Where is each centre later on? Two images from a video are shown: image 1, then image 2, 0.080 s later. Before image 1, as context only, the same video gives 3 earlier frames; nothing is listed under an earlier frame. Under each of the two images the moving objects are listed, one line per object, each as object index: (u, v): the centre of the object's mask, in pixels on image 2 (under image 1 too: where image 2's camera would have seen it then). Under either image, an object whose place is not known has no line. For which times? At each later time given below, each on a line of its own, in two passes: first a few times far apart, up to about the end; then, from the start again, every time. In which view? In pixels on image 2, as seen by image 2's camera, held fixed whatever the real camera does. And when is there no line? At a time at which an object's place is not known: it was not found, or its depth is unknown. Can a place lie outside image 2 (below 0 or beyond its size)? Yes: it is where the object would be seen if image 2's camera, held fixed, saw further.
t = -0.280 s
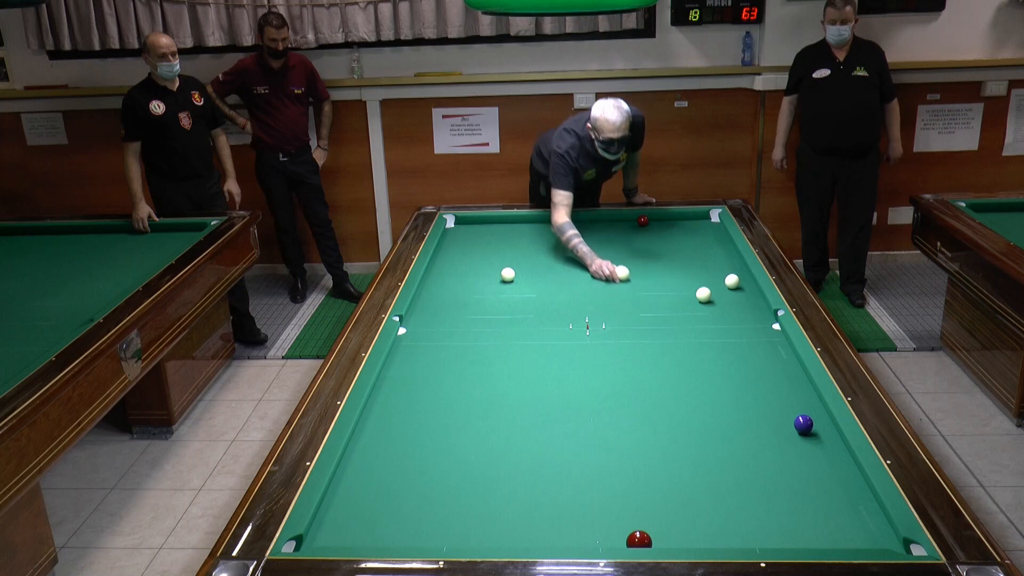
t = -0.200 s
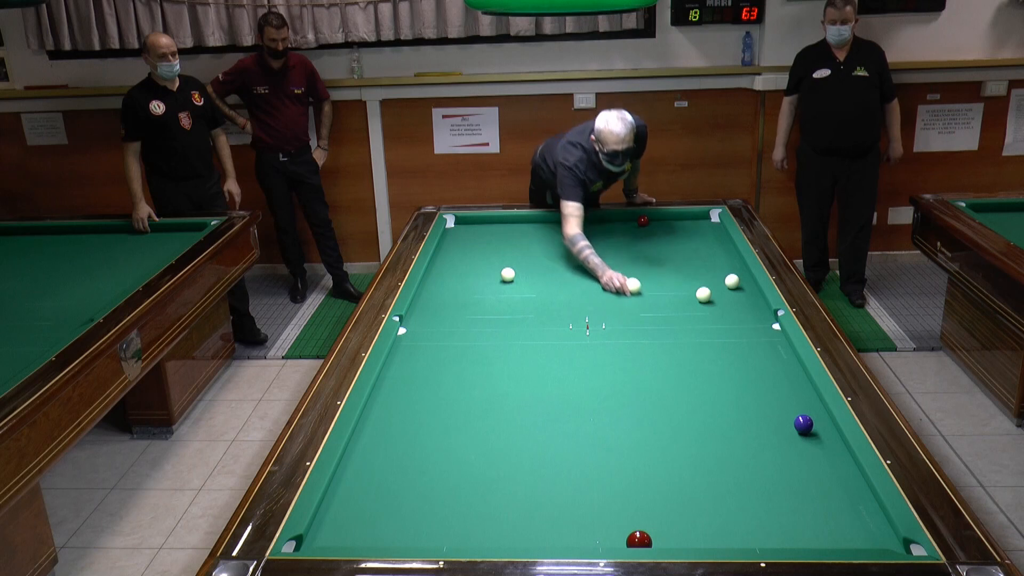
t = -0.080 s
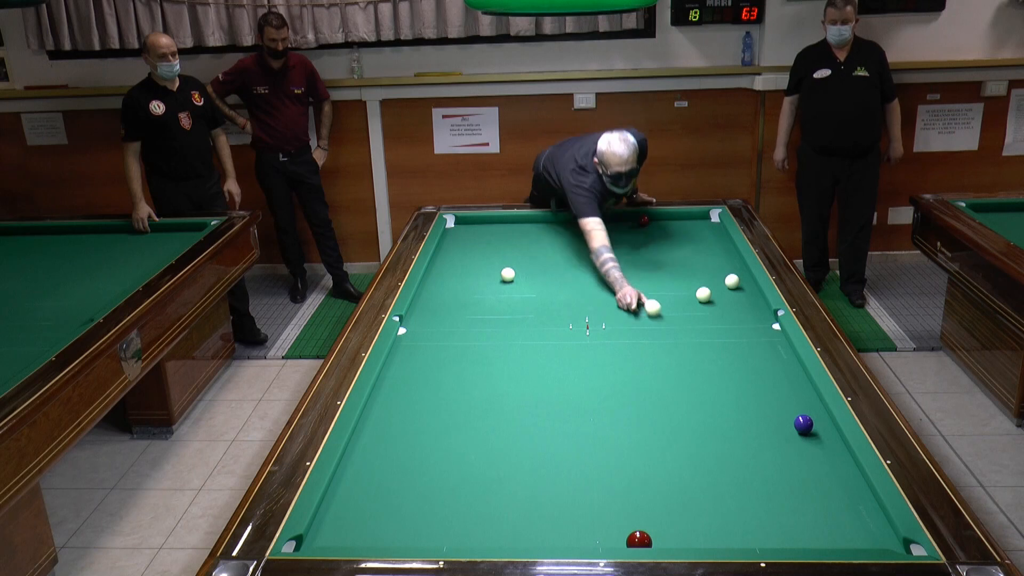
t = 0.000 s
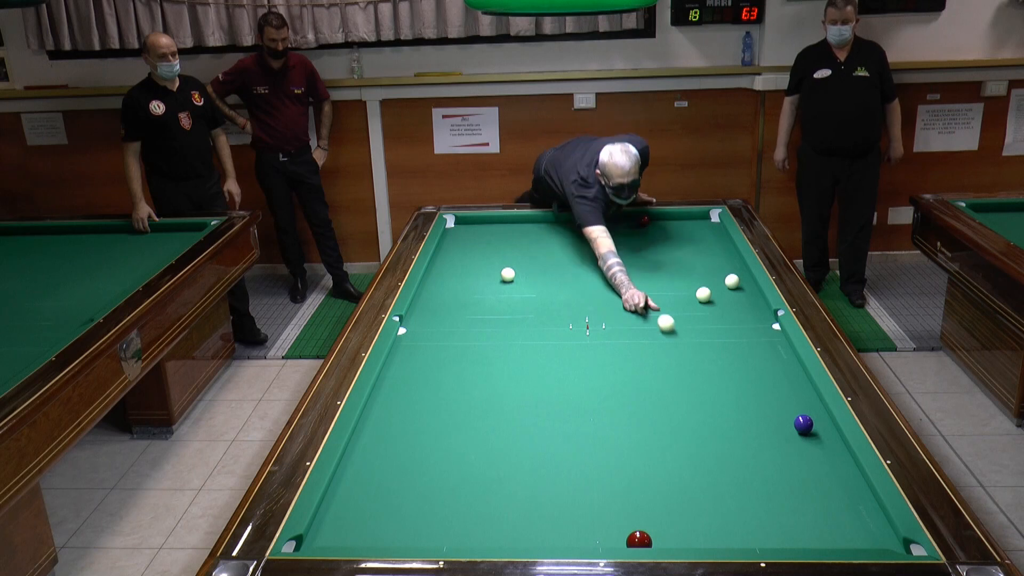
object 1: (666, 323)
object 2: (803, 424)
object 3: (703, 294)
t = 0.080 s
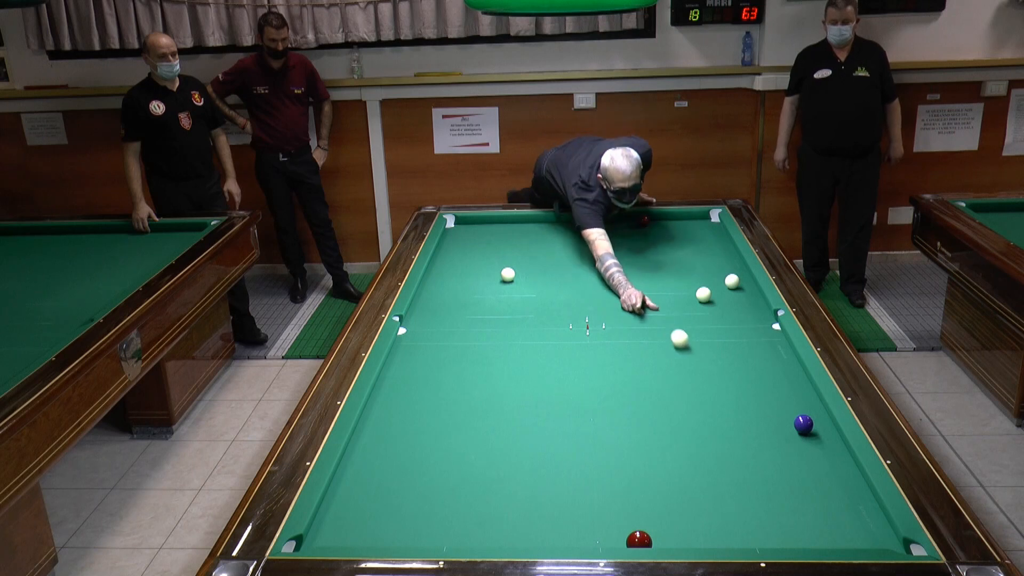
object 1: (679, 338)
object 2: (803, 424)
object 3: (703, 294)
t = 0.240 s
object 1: (707, 370)
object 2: (803, 424)
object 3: (703, 294)
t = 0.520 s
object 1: (762, 435)
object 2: (803, 425)
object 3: (703, 294)
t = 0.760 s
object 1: (823, 506)
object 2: (803, 425)
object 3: (703, 294)
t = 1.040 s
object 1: (853, 504)
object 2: (803, 425)
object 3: (703, 294)
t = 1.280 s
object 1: (840, 460)
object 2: (803, 425)
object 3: (703, 294)
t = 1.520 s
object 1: (820, 430)
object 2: (794, 419)
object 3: (703, 294)
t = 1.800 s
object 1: (815, 412)
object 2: (758, 397)
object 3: (703, 294)
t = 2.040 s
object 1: (803, 399)
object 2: (731, 380)
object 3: (703, 294)
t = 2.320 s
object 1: (790, 384)
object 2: (703, 363)
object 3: (703, 294)
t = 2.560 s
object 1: (780, 373)
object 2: (681, 350)
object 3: (703, 294)
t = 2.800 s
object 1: (771, 363)
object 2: (661, 338)
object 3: (703, 294)
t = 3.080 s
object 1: (760, 352)
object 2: (640, 325)
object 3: (704, 294)
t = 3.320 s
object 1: (752, 344)
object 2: (623, 315)
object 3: (704, 294)
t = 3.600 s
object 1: (743, 334)
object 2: (604, 305)
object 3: (704, 294)
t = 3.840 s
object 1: (736, 327)
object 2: (590, 296)
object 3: (704, 294)
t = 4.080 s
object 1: (729, 320)
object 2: (577, 288)
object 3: (703, 294)
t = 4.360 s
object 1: (722, 313)
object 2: (562, 280)
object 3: (703, 294)
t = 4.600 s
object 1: (716, 307)
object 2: (551, 274)
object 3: (703, 294)
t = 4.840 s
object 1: (710, 302)
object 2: (540, 267)
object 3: (702, 293)
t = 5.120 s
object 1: (707, 299)
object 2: (529, 261)
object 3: (700, 290)
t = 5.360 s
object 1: (705, 298)
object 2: (520, 256)
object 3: (698, 287)
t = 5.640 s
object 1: (704, 297)
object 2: (510, 250)
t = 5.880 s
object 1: (702, 297)
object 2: (503, 245)
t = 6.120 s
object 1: (702, 297)
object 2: (496, 241)
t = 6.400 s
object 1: (702, 297)
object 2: (488, 237)
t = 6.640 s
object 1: (702, 296)
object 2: (482, 233)
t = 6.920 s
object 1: (702, 296)
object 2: (476, 229)
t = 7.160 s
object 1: (702, 296)
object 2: (471, 226)
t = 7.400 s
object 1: (702, 296)
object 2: (466, 223)
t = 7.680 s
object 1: (702, 296)
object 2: (461, 222)
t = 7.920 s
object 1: (702, 296)
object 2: (457, 223)
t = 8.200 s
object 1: (701, 296)
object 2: (453, 225)
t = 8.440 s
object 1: (701, 296)
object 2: (451, 226)
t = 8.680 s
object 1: (702, 296)
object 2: (452, 226)
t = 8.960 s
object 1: (702, 297)
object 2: (453, 227)
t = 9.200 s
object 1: (702, 297)
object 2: (454, 227)
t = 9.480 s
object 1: (702, 296)
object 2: (454, 228)
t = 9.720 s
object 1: (702, 296)
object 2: (454, 228)
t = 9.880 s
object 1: (702, 297)
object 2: (454, 228)
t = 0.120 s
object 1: (686, 346)
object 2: (803, 424)
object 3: (703, 294)
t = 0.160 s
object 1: (693, 354)
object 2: (803, 424)
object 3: (703, 294)
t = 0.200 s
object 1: (700, 362)
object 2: (803, 424)
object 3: (703, 294)
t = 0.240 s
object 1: (707, 370)
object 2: (803, 424)
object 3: (703, 294)
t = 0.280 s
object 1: (714, 378)
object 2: (803, 424)
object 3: (703, 294)
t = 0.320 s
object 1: (721, 387)
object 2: (803, 424)
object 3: (703, 294)
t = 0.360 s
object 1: (729, 396)
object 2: (803, 424)
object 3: (703, 294)
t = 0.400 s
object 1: (736, 405)
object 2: (803, 425)
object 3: (703, 294)
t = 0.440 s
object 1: (745, 415)
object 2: (803, 425)
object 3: (703, 294)
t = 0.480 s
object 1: (753, 424)
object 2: (803, 425)
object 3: (703, 294)
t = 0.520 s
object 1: (762, 435)
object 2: (803, 425)
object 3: (703, 294)
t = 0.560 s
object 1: (771, 445)
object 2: (803, 424)
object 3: (703, 294)
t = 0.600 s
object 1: (780, 456)
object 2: (803, 424)
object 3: (703, 294)
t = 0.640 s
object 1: (790, 468)
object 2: (803, 424)
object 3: (703, 294)
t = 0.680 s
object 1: (801, 480)
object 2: (803, 424)
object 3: (703, 294)
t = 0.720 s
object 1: (812, 493)
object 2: (803, 424)
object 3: (703, 294)
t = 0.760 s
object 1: (823, 506)
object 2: (803, 425)
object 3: (703, 294)
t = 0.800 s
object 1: (835, 520)
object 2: (803, 424)
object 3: (703, 294)
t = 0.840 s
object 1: (847, 534)
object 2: (803, 425)
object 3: (703, 294)
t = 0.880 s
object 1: (859, 542)
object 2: (803, 424)
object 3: (703, 294)
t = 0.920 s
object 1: (858, 535)
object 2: (803, 425)
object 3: (703, 294)
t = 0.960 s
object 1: (856, 525)
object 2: (803, 425)
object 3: (703, 294)
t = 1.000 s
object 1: (854, 514)
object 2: (803, 425)
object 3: (703, 294)
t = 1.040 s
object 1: (853, 504)
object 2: (803, 425)
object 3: (703, 294)
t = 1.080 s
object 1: (851, 496)
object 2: (803, 425)
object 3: (703, 294)
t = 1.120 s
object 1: (851, 488)
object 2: (803, 425)
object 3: (703, 294)
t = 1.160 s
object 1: (850, 480)
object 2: (803, 425)
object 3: (703, 294)
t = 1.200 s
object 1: (850, 473)
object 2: (803, 425)
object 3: (703, 294)
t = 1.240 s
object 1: (845, 466)
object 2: (803, 424)
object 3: (703, 294)
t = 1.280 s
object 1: (840, 460)
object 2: (803, 425)
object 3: (703, 294)
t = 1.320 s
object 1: (835, 454)
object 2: (803, 424)
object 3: (703, 294)
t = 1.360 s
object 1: (830, 448)
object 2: (803, 425)
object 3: (703, 294)
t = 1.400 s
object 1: (826, 442)
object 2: (803, 425)
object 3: (703, 294)
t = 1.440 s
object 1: (821, 436)
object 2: (803, 424)
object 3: (703, 294)
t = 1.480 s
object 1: (818, 432)
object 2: (801, 423)
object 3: (703, 294)
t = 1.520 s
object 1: (820, 430)
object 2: (794, 419)
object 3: (703, 294)
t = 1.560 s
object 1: (820, 427)
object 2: (787, 415)
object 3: (703, 294)
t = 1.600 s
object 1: (821, 424)
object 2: (782, 411)
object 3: (703, 294)
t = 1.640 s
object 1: (821, 422)
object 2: (777, 408)
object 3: (703, 294)
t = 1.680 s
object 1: (821, 419)
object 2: (772, 405)
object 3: (703, 294)
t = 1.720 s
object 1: (819, 417)
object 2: (767, 402)
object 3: (703, 294)
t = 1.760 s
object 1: (817, 414)
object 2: (762, 400)
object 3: (703, 294)
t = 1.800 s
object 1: (815, 412)
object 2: (758, 397)
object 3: (703, 294)
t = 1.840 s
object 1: (813, 410)
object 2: (753, 394)
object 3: (703, 294)
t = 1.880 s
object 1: (811, 407)
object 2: (749, 391)
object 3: (703, 294)
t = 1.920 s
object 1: (809, 405)
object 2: (744, 388)
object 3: (703, 294)
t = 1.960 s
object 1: (807, 403)
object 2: (740, 386)
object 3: (703, 294)
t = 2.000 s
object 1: (805, 401)
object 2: (735, 383)
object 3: (703, 294)
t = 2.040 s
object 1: (803, 399)
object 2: (731, 380)
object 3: (703, 294)
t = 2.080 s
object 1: (801, 396)
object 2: (727, 378)
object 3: (703, 294)
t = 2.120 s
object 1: (799, 394)
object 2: (723, 375)
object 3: (703, 294)
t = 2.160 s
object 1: (797, 392)
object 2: (719, 373)
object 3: (703, 294)
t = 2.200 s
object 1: (796, 390)
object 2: (715, 370)
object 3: (703, 294)
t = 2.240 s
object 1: (794, 388)
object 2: (711, 368)
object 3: (703, 294)
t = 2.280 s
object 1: (792, 386)
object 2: (707, 366)
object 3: (703, 294)
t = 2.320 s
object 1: (790, 384)
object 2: (703, 363)
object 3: (703, 294)
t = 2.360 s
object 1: (788, 382)
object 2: (699, 361)
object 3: (703, 294)
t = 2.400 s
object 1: (787, 381)
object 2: (695, 359)
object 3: (703, 294)
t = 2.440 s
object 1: (785, 379)
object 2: (692, 357)
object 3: (703, 294)
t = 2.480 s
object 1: (783, 377)
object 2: (688, 355)
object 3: (703, 294)
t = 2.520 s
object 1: (782, 375)
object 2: (685, 352)
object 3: (703, 294)
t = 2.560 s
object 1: (780, 373)
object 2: (681, 350)
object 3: (703, 294)
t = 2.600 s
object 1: (778, 372)
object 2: (678, 348)
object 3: (703, 294)
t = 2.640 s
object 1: (777, 370)
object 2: (674, 346)
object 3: (703, 294)
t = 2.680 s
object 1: (775, 368)
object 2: (671, 344)
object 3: (703, 294)
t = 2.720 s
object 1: (774, 366)
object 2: (668, 342)
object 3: (703, 294)
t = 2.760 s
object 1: (772, 365)
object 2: (664, 340)
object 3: (703, 294)
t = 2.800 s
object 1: (771, 363)
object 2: (661, 338)
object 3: (703, 294)
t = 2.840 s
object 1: (769, 362)
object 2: (658, 336)
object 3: (703, 294)
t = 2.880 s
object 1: (767, 360)
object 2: (655, 334)
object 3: (703, 294)
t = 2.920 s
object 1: (766, 358)
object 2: (651, 333)
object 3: (703, 294)
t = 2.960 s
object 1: (765, 357)
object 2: (649, 331)
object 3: (703, 294)
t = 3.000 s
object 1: (763, 355)
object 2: (645, 329)
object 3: (703, 294)
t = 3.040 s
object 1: (762, 354)
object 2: (642, 327)
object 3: (703, 294)
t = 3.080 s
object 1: (760, 352)
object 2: (640, 325)
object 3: (704, 294)
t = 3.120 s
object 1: (759, 351)
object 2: (637, 324)
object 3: (703, 294)
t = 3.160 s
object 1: (757, 349)
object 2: (634, 322)
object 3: (704, 294)
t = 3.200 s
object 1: (756, 348)
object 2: (631, 320)
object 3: (704, 294)
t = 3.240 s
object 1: (755, 346)
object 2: (628, 318)
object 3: (704, 294)
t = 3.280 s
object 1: (753, 345)
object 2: (625, 317)
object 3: (704, 294)
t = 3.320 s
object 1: (752, 344)
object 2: (623, 315)
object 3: (704, 294)
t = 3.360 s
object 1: (751, 342)
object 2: (620, 314)
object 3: (704, 294)
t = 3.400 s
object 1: (749, 341)
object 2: (617, 312)
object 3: (704, 294)
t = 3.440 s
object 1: (748, 340)
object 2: (615, 311)
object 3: (704, 294)
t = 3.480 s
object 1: (747, 338)
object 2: (612, 309)
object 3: (704, 294)
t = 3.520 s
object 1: (745, 337)
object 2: (609, 308)
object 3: (704, 294)
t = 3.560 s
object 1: (744, 336)
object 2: (607, 306)
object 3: (704, 294)
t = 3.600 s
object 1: (743, 334)
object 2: (604, 305)
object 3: (704, 294)
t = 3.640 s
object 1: (742, 333)
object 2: (602, 303)
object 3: (704, 294)
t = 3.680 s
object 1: (741, 332)
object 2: (599, 302)
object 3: (703, 294)
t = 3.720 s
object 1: (739, 331)
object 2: (597, 300)
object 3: (704, 294)
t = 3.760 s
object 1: (738, 329)
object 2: (595, 299)
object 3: (703, 294)
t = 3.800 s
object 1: (737, 328)
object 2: (592, 298)
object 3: (704, 294)
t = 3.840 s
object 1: (736, 327)
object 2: (590, 296)
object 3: (704, 294)
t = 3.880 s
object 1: (735, 326)
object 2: (588, 295)
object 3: (704, 294)
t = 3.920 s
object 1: (734, 325)
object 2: (585, 293)
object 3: (703, 294)
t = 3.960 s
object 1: (732, 324)
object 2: (583, 292)
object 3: (703, 294)
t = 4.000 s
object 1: (731, 323)
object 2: (581, 291)
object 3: (703, 294)
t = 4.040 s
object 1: (730, 322)
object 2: (579, 290)
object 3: (703, 294)
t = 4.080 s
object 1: (729, 320)
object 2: (577, 288)
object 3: (703, 294)
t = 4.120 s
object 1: (728, 319)
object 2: (574, 287)
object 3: (703, 294)
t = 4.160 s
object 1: (727, 318)
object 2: (572, 286)
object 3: (703, 294)
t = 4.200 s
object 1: (726, 317)
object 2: (570, 285)
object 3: (703, 294)
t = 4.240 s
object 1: (725, 316)
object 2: (568, 284)
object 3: (703, 294)
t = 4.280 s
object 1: (724, 315)
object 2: (566, 283)
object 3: (703, 294)
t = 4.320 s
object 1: (723, 314)
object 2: (564, 281)
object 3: (703, 294)
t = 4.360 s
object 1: (722, 313)
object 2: (562, 280)
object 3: (703, 294)
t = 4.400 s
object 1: (721, 312)
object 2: (560, 279)
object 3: (703, 294)
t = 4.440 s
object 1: (720, 311)
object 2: (558, 278)
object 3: (703, 294)
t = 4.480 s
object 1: (719, 310)
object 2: (556, 277)
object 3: (703, 294)
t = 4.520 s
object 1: (718, 309)
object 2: (554, 276)
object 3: (703, 294)
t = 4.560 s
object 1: (717, 308)
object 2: (553, 275)
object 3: (703, 294)
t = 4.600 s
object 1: (716, 307)
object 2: (551, 274)
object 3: (703, 294)
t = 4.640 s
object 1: (715, 306)
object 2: (549, 272)
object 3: (703, 294)
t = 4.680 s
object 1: (714, 305)
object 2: (547, 272)
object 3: (703, 294)
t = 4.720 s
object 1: (713, 305)
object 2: (545, 271)
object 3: (703, 294)
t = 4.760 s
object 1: (712, 304)
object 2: (544, 270)
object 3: (703, 293)
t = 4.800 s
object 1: (711, 303)
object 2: (542, 268)
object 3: (702, 293)
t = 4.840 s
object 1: (710, 302)
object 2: (540, 267)
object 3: (702, 293)
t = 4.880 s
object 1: (710, 301)
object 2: (539, 266)
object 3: (702, 292)
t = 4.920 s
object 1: (709, 300)
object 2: (537, 266)
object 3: (701, 292)
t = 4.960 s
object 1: (708, 300)
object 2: (535, 265)
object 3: (701, 292)
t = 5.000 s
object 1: (708, 300)
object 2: (534, 264)
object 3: (701, 291)
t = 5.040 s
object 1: (708, 300)
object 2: (532, 263)
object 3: (700, 291)
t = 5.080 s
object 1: (707, 299)
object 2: (530, 262)
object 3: (700, 290)
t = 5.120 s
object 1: (707, 299)
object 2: (529, 261)
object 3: (700, 290)
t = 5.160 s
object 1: (707, 299)
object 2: (527, 260)
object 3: (700, 290)
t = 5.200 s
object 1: (706, 299)
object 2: (526, 259)
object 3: (699, 289)
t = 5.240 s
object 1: (706, 299)
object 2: (524, 258)
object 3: (699, 289)
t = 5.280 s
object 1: (706, 299)
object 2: (523, 257)
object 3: (699, 288)
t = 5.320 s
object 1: (706, 298)
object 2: (521, 256)
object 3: (698, 288)
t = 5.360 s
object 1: (705, 298)
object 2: (520, 256)
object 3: (698, 287)
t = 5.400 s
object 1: (705, 298)
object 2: (519, 255)
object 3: (697, 287)
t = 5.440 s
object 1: (705, 298)
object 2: (517, 254)
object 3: (697, 287)
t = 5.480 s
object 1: (704, 298)
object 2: (516, 253)
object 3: (697, 286)
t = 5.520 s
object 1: (704, 298)
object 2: (514, 252)
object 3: (696, 286)
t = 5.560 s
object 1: (704, 298)
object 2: (513, 251)
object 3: (696, 286)
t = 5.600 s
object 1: (704, 298)
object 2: (512, 251)
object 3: (696, 285)
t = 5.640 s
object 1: (704, 297)
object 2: (510, 250)
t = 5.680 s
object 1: (703, 297)
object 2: (509, 249)
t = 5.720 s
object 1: (703, 297)
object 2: (508, 248)
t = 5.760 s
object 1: (703, 297)
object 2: (506, 248)
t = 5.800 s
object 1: (703, 297)
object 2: (505, 247)
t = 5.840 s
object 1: (703, 297)
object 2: (504, 246)
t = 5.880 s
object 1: (702, 297)
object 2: (503, 245)
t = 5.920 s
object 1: (702, 297)
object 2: (502, 245)
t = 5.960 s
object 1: (702, 297)
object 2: (500, 244)
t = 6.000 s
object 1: (702, 297)
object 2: (499, 243)
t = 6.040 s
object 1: (702, 297)
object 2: (498, 243)
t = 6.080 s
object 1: (702, 297)
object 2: (497, 242)
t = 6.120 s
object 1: (702, 297)
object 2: (496, 241)
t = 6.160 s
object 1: (702, 297)
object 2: (494, 241)
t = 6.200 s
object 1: (702, 297)
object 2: (494, 240)
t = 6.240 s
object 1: (702, 297)
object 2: (492, 239)
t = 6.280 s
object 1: (702, 297)
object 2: (491, 238)
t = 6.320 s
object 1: (702, 297)
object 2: (490, 238)
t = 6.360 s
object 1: (702, 297)
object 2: (489, 237)
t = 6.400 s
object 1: (702, 297)
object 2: (488, 237)
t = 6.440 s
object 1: (702, 297)
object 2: (487, 236)
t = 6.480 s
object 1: (702, 296)
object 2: (486, 236)
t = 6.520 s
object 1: (702, 297)
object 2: (485, 235)
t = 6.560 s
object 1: (702, 296)
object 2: (484, 234)
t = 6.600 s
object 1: (702, 297)
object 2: (483, 234)
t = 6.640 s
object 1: (702, 296)
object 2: (482, 233)
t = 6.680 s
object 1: (702, 296)
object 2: (481, 232)
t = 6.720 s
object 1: (702, 296)
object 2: (480, 232)
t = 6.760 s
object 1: (702, 296)
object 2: (479, 232)
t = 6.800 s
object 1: (702, 296)
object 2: (478, 231)
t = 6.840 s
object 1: (702, 296)
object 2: (477, 230)
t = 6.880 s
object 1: (702, 296)
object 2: (476, 230)
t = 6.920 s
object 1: (702, 296)
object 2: (476, 229)
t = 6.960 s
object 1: (702, 296)
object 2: (475, 229)
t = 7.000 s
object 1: (702, 296)
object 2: (474, 228)
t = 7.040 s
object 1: (702, 296)
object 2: (473, 228)
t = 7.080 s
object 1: (701, 296)
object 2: (472, 227)
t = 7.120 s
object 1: (702, 296)
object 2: (471, 227)
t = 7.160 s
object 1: (702, 296)
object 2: (471, 226)
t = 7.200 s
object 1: (702, 296)
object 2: (470, 226)
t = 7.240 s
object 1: (701, 296)
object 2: (469, 225)
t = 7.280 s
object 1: (701, 297)
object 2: (468, 225)
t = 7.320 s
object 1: (702, 296)
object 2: (468, 224)
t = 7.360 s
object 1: (701, 296)
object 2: (467, 224)
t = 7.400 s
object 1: (702, 296)
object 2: (466, 223)
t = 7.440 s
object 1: (702, 296)
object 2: (465, 223)
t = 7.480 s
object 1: (702, 296)
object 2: (464, 222)
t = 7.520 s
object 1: (702, 296)
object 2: (464, 222)
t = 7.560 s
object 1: (702, 296)
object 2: (463, 222)
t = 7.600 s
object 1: (702, 296)
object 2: (462, 222)
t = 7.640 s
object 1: (702, 296)
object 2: (462, 222)
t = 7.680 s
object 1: (702, 296)
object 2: (461, 222)
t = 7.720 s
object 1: (702, 296)
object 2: (461, 222)
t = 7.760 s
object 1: (702, 296)
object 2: (460, 222)
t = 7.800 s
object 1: (702, 296)
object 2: (459, 222)
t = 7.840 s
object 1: (702, 296)
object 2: (458, 223)
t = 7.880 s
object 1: (702, 296)
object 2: (458, 223)
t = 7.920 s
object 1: (702, 296)
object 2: (457, 223)
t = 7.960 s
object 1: (702, 296)
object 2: (456, 224)
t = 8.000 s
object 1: (702, 296)
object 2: (456, 224)
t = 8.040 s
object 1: (701, 296)
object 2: (455, 224)
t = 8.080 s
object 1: (702, 296)
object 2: (455, 224)
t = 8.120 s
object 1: (702, 296)
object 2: (454, 225)
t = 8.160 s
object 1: (702, 296)
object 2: (454, 225)
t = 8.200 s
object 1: (701, 296)
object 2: (453, 225)
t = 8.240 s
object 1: (702, 296)
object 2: (452, 225)
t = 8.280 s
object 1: (702, 296)
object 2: (452, 225)
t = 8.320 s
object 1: (702, 296)
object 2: (451, 225)
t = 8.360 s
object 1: (702, 296)
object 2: (451, 226)
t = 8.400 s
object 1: (701, 296)
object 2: (451, 226)
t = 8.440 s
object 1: (701, 296)
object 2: (451, 226)
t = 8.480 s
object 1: (701, 296)
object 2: (452, 226)
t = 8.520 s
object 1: (702, 296)
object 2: (452, 226)
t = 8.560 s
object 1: (702, 296)
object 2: (452, 226)
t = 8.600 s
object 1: (702, 297)
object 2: (452, 226)
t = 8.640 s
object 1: (702, 296)
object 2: (452, 226)
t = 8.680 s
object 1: (702, 296)
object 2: (452, 226)
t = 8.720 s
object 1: (702, 297)
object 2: (453, 226)
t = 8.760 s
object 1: (702, 297)
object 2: (453, 226)
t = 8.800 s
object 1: (702, 297)
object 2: (453, 226)
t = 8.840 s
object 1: (702, 296)
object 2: (453, 227)
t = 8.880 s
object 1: (701, 297)
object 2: (453, 227)
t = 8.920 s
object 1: (702, 297)
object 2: (453, 227)
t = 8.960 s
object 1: (702, 297)
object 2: (453, 227)
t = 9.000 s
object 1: (702, 297)
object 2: (453, 227)
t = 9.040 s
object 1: (702, 296)
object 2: (453, 227)
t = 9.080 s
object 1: (702, 297)
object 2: (454, 227)
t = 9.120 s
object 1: (702, 296)
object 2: (454, 227)
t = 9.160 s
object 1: (702, 297)
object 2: (454, 227)
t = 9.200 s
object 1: (702, 297)
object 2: (454, 227)
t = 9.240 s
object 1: (702, 296)
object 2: (454, 228)
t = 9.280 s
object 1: (702, 296)
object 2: (454, 228)
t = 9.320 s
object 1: (702, 296)
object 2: (454, 228)
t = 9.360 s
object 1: (702, 296)
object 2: (454, 228)
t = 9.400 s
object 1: (702, 296)
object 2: (454, 228)
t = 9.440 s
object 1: (702, 297)
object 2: (454, 228)
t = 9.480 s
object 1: (702, 296)
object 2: (454, 228)
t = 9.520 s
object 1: (702, 297)
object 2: (454, 228)
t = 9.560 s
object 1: (702, 297)
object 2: (454, 228)
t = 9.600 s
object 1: (702, 296)
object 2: (454, 228)
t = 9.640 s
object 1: (702, 297)
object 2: (454, 228)
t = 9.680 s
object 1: (702, 297)
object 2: (454, 228)
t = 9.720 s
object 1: (702, 296)
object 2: (454, 228)
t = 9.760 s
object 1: (702, 297)
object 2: (454, 228)
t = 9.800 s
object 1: (702, 297)
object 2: (454, 228)
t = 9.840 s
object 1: (702, 297)
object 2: (454, 228)
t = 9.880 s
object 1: (702, 297)
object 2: (454, 228)
